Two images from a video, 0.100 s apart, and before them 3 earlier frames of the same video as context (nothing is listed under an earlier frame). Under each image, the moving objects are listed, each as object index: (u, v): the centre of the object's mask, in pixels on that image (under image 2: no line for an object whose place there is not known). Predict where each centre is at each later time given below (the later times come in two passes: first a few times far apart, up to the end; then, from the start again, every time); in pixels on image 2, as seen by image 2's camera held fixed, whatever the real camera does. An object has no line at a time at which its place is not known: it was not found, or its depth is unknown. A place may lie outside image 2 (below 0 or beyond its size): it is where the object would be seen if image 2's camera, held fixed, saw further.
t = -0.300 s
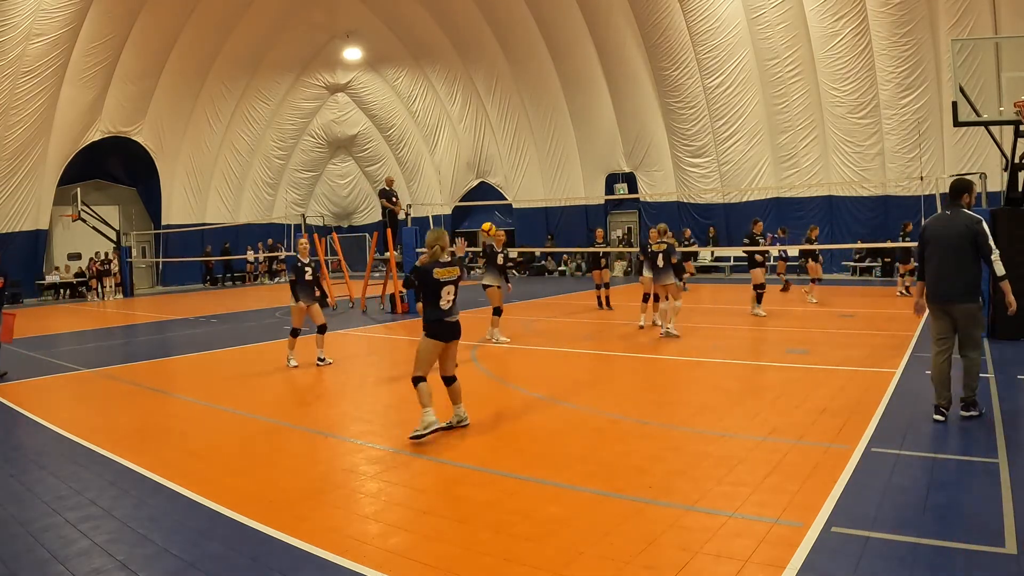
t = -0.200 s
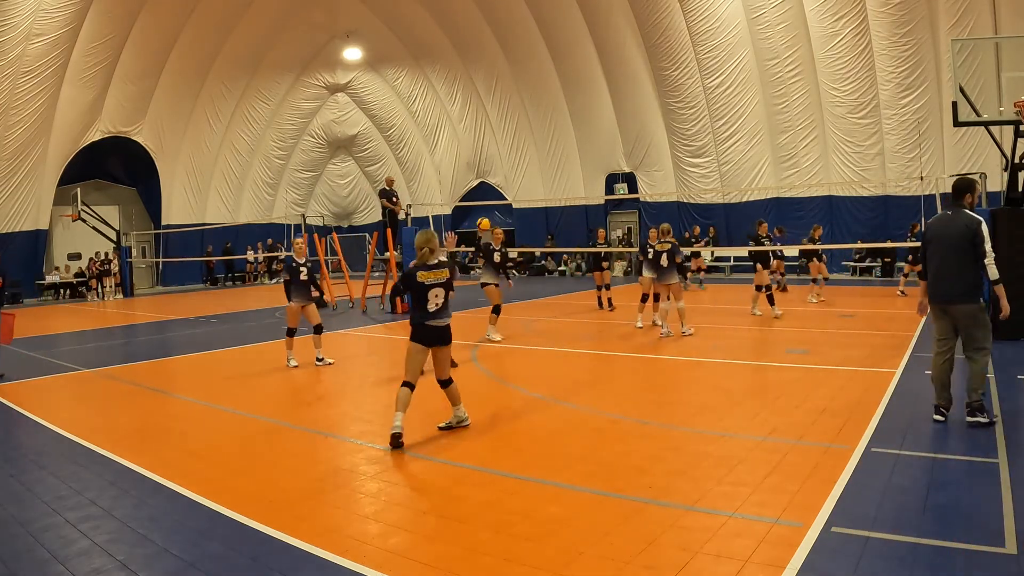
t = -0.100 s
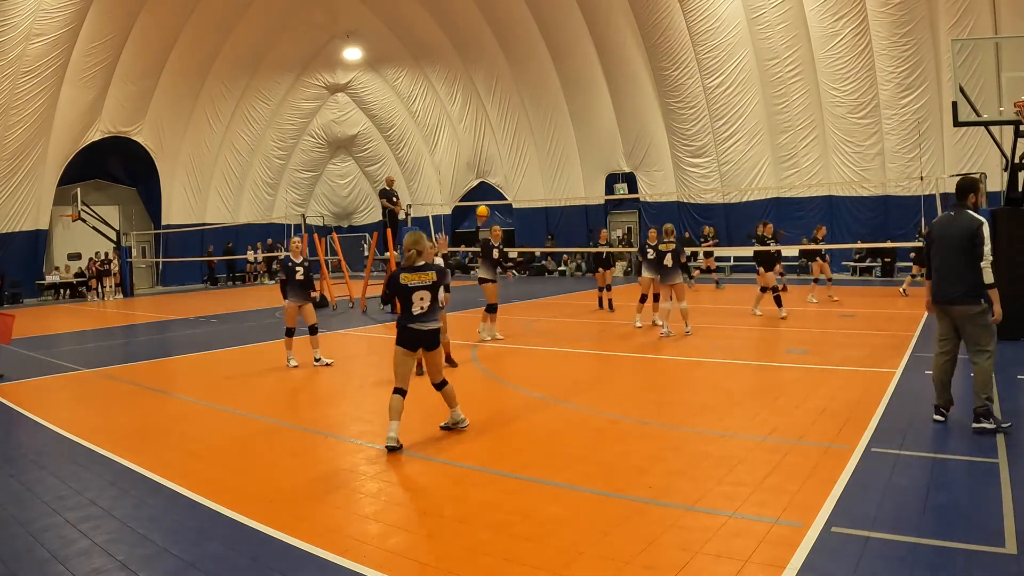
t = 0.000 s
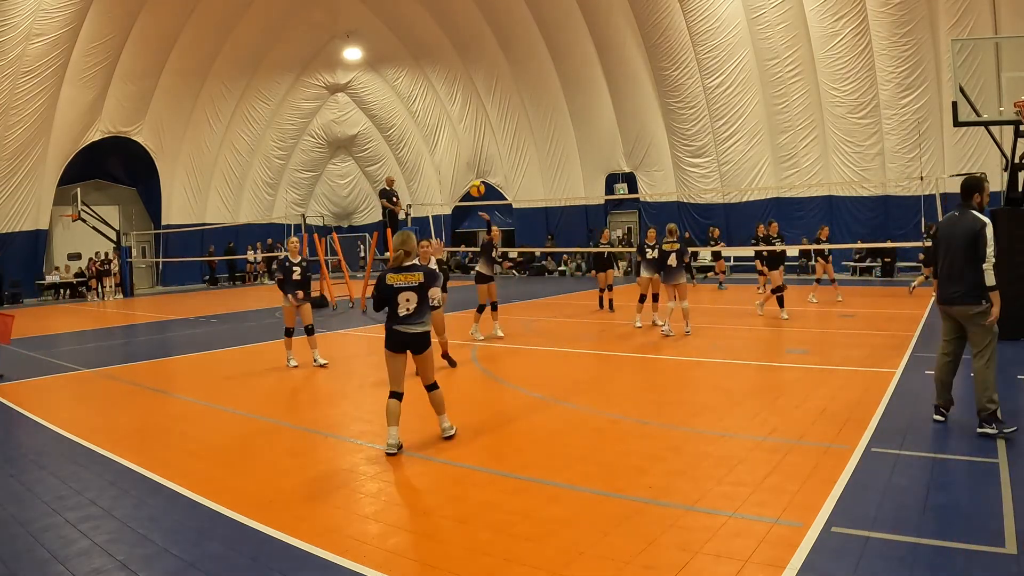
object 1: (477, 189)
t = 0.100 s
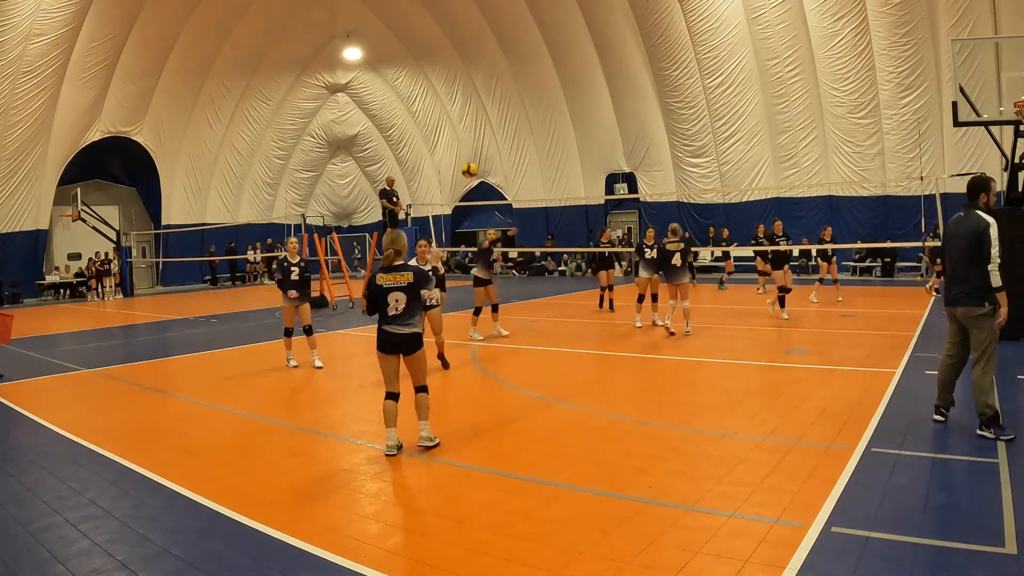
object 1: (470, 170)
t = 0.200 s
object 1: (461, 158)
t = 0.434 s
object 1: (438, 156)
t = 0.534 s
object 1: (426, 172)
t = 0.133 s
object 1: (467, 166)
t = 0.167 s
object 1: (464, 161)
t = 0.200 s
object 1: (461, 158)
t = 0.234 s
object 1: (458, 155)
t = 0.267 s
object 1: (455, 153)
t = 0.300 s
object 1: (452, 152)
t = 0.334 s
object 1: (448, 152)
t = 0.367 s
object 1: (445, 152)
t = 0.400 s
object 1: (441, 154)
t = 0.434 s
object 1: (438, 156)
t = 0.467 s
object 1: (434, 160)
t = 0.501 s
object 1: (431, 165)
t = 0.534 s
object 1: (426, 172)
